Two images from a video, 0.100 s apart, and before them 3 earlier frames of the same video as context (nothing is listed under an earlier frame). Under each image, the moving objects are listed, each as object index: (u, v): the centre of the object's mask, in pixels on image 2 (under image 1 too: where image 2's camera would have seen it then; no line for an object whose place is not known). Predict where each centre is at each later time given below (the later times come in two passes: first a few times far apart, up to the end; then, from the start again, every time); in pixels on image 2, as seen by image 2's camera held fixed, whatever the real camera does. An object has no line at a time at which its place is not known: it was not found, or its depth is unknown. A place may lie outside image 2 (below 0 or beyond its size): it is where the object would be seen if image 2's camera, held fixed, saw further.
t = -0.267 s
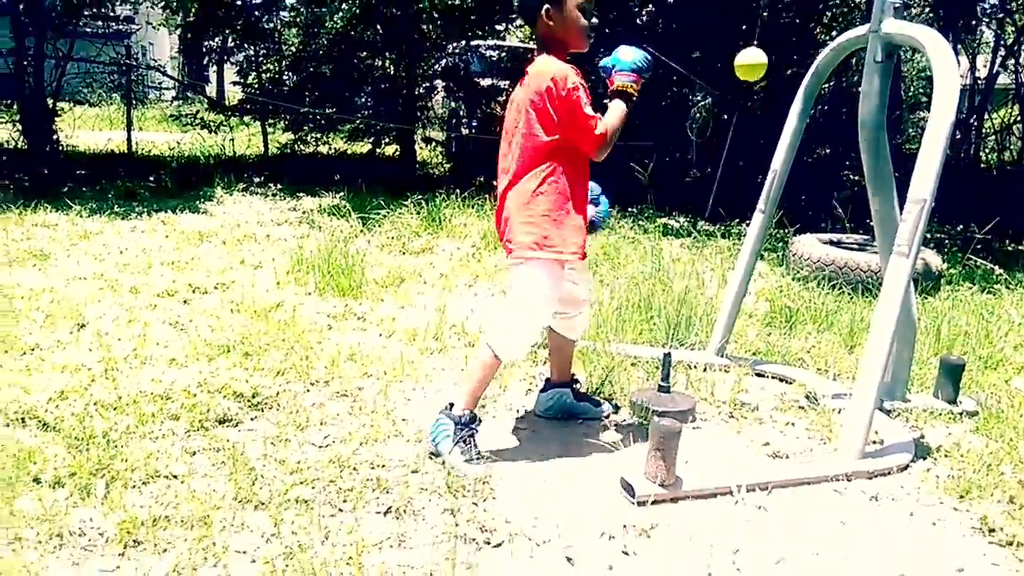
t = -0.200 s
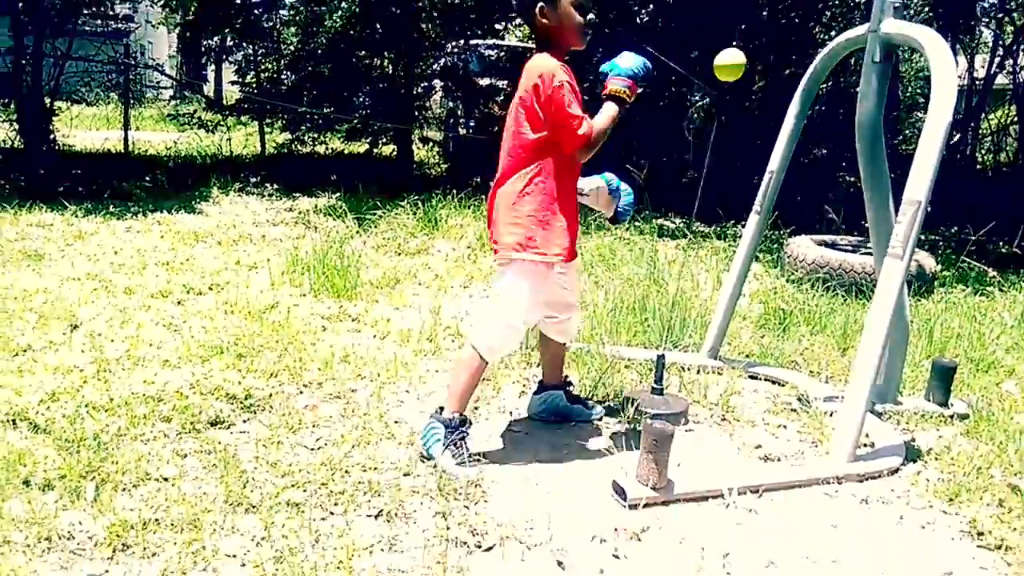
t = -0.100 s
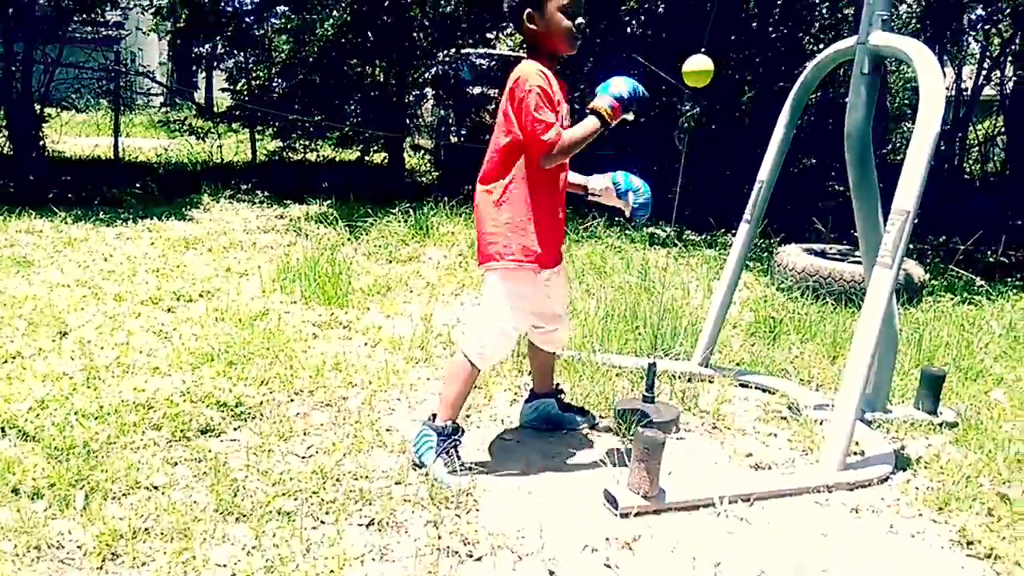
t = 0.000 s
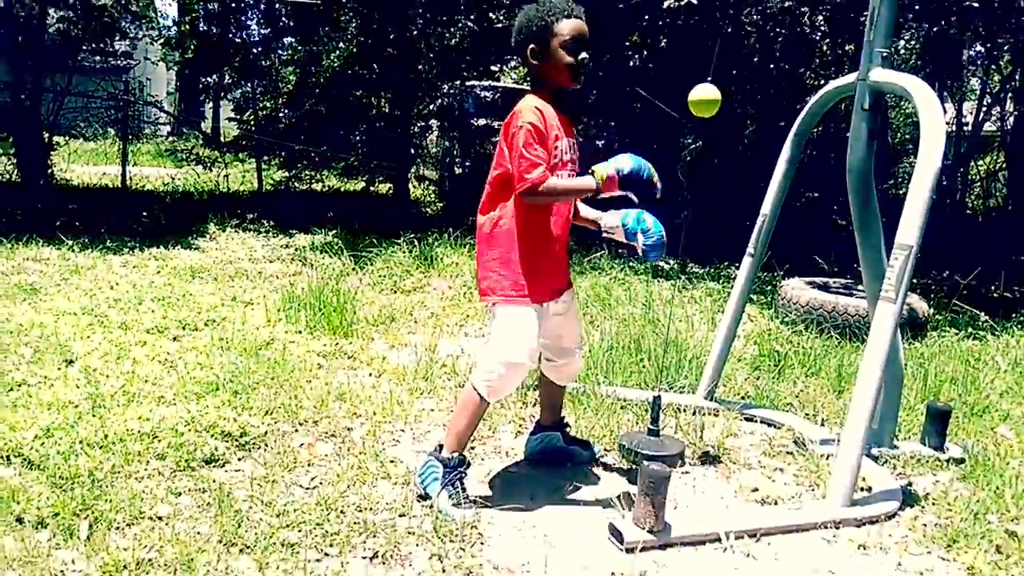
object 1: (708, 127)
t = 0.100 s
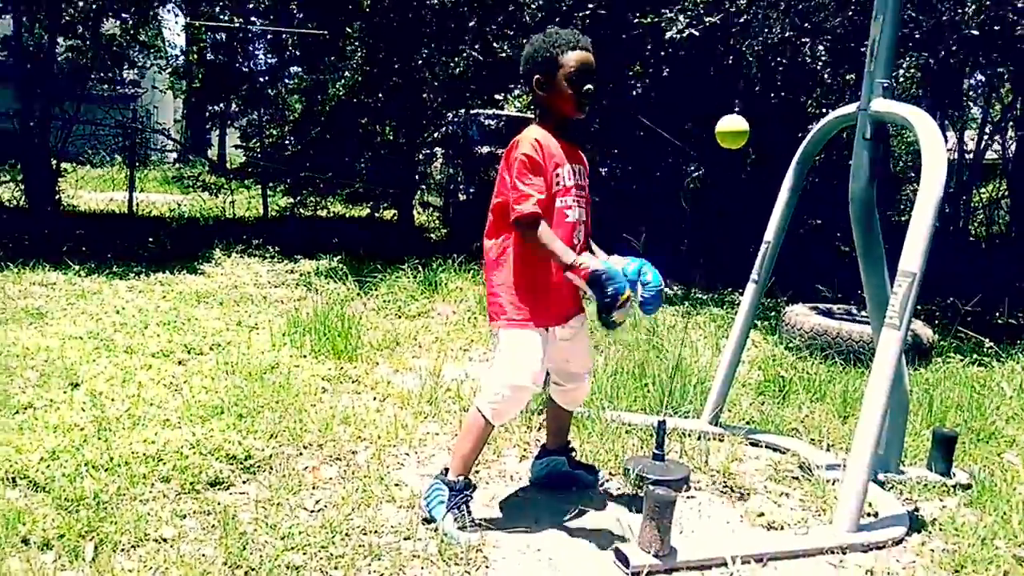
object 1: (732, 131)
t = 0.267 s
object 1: (747, 140)
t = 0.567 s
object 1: (705, 129)
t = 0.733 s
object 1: (743, 136)
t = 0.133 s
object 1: (739, 133)
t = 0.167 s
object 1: (746, 134)
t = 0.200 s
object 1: (750, 137)
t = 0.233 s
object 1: (749, 139)
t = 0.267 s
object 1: (747, 140)
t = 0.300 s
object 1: (743, 141)
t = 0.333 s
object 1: (736, 141)
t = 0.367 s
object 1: (728, 140)
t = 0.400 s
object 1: (720, 138)
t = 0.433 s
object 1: (712, 136)
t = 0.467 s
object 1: (706, 133)
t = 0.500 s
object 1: (704, 132)
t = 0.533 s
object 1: (704, 131)
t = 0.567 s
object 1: (705, 129)
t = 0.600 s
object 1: (710, 130)
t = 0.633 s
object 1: (718, 130)
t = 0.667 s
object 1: (727, 132)
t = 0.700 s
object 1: (735, 134)
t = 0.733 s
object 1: (743, 136)
